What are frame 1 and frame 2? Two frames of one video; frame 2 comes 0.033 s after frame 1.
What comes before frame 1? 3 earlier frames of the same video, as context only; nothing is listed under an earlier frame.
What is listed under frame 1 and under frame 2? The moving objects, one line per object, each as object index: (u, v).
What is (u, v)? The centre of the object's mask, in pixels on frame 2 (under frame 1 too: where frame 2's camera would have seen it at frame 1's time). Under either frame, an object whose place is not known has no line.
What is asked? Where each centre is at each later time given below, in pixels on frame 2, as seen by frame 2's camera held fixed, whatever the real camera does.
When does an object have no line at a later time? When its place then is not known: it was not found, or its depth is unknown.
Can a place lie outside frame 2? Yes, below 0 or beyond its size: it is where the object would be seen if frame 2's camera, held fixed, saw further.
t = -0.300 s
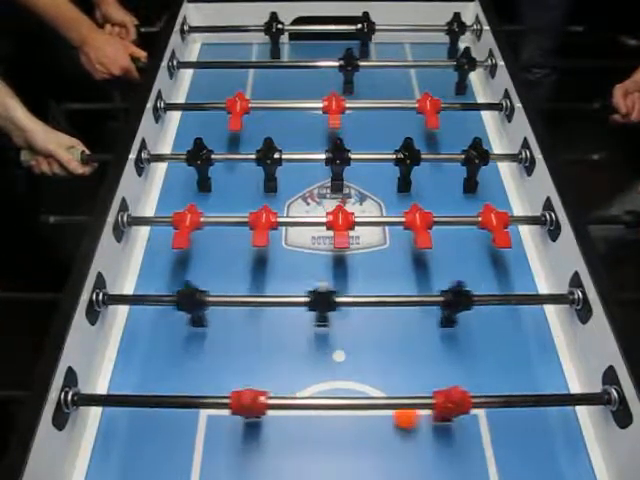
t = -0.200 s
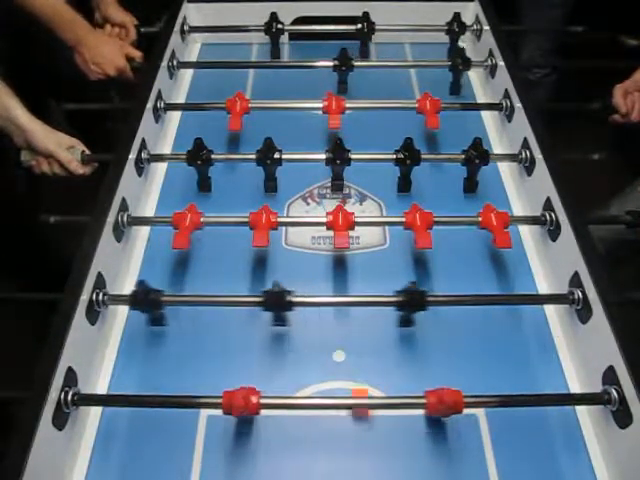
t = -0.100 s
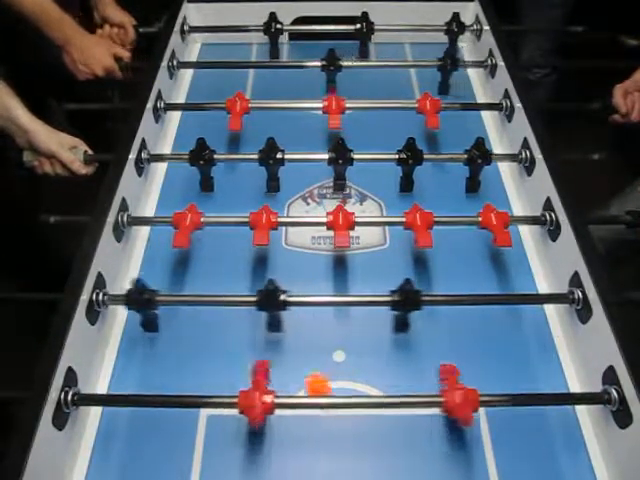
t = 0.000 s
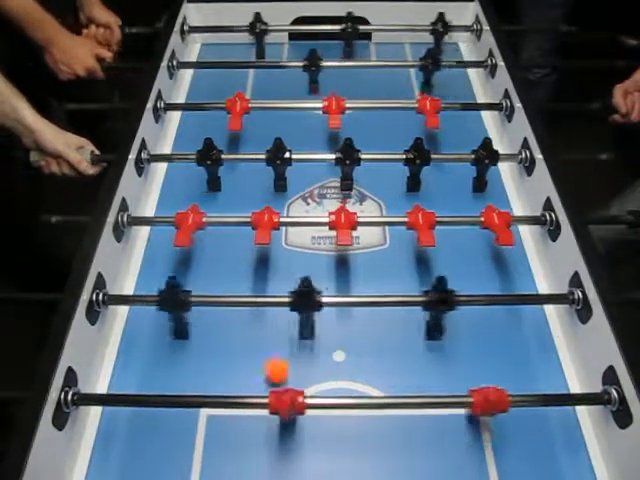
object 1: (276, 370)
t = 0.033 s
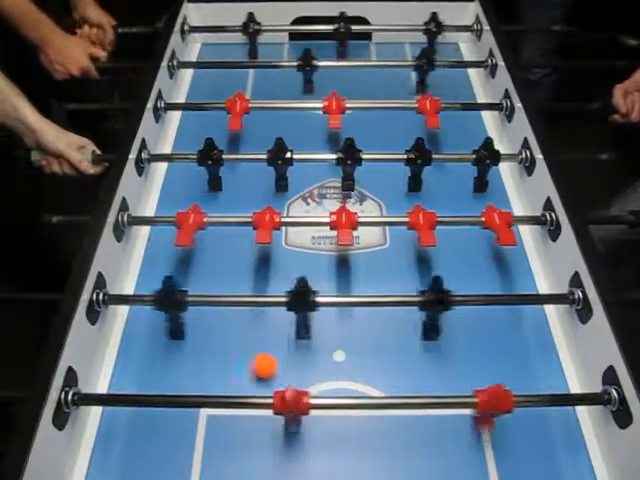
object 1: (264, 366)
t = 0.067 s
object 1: (251, 362)
